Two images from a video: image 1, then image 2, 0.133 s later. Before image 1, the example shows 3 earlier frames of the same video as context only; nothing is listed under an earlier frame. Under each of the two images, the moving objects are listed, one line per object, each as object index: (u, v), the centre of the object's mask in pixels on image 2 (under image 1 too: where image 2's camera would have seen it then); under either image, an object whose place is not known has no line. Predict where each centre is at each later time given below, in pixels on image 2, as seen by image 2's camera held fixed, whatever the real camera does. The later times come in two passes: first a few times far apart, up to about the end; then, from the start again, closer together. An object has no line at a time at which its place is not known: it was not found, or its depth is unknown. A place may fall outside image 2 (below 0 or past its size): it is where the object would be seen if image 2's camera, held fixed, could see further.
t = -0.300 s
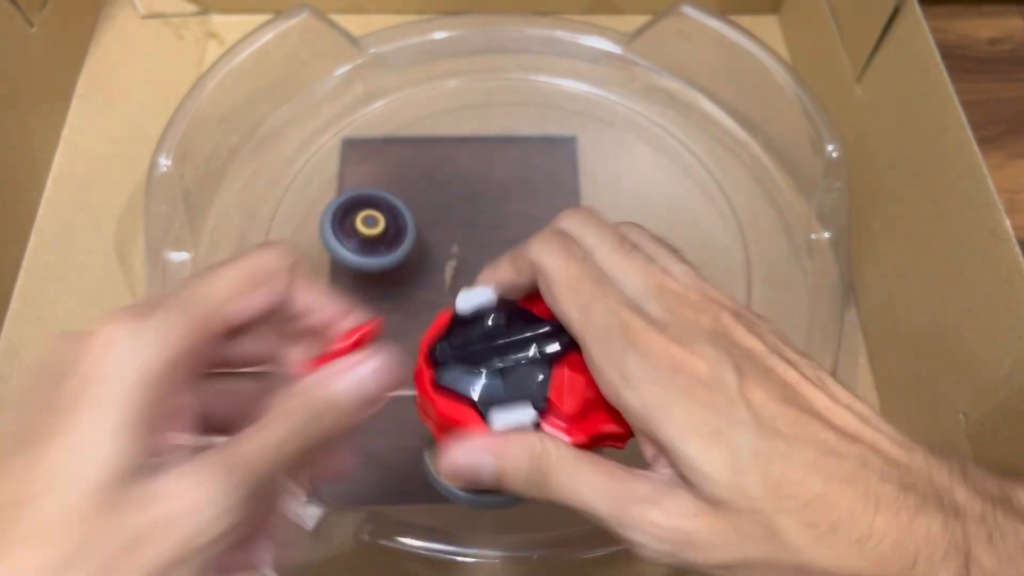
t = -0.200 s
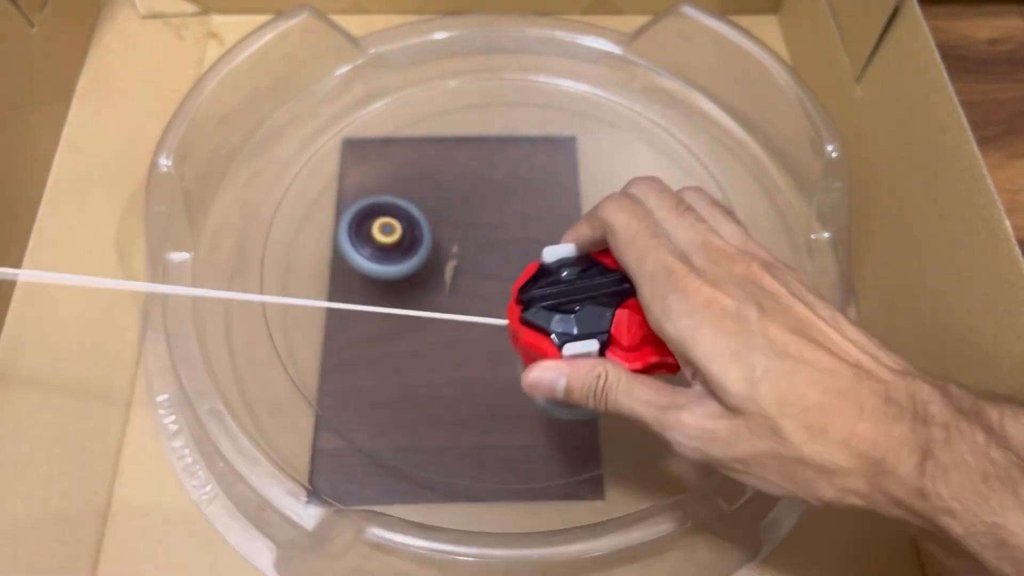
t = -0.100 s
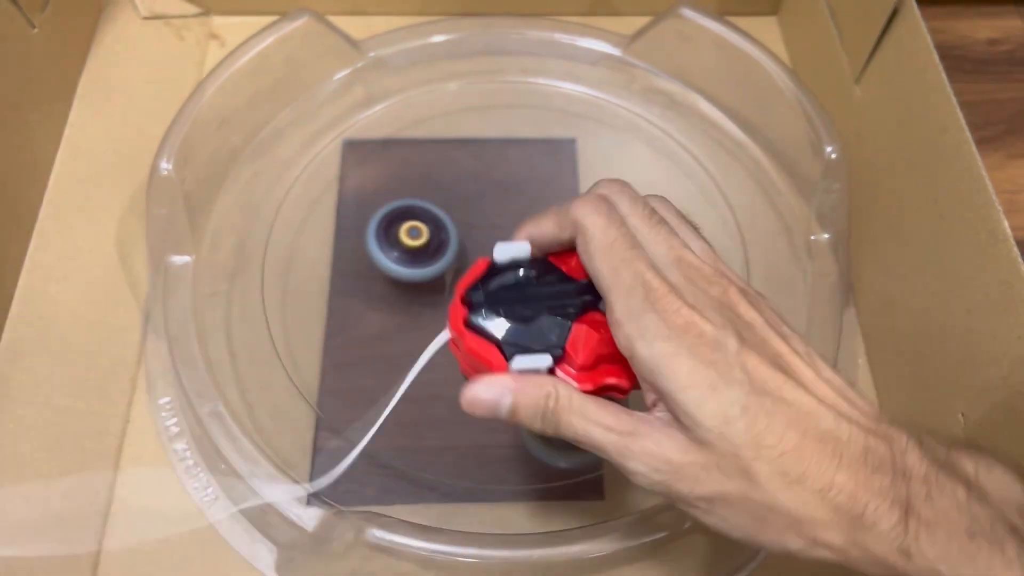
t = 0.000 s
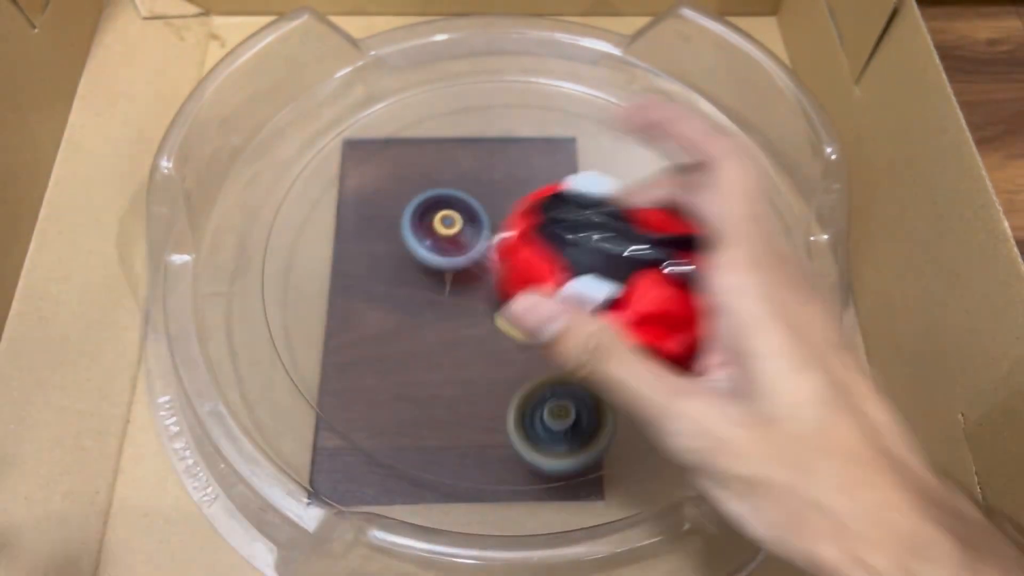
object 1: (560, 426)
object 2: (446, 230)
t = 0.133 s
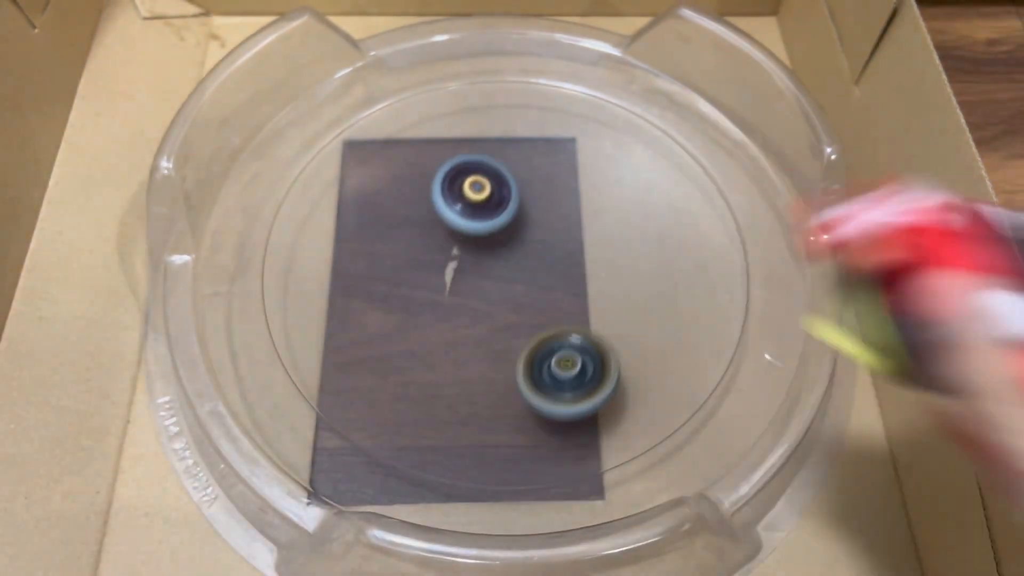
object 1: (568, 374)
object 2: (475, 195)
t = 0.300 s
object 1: (574, 322)
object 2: (473, 156)
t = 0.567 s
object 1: (502, 353)
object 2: (448, 146)
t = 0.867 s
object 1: (578, 332)
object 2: (475, 185)
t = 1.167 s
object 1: (424, 320)
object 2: (537, 158)
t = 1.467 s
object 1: (533, 405)
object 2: (545, 150)
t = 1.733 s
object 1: (526, 245)
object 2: (560, 167)
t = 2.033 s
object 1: (329, 289)
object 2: (569, 158)
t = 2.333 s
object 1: (461, 393)
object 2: (586, 199)
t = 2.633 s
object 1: (500, 252)
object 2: (646, 173)
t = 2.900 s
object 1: (357, 237)
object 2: (576, 195)
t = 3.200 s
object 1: (453, 342)
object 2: (601, 294)
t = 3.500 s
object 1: (534, 186)
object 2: (671, 294)
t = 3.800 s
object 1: (370, 139)
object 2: (625, 261)
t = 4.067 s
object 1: (377, 279)
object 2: (545, 323)
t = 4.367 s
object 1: (444, 226)
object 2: (722, 378)
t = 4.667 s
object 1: (422, 205)
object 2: (665, 294)
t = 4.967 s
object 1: (360, 148)
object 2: (704, 311)
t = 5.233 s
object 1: (306, 225)
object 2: (688, 267)
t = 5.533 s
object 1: (515, 304)
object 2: (519, 213)
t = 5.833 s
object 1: (595, 119)
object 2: (390, 271)
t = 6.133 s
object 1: (477, 81)
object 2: (386, 350)
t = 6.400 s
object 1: (420, 201)
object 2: (466, 372)
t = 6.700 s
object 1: (510, 47)
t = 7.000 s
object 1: (470, 89)
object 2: (610, 218)
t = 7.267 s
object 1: (458, 266)
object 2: (497, 155)
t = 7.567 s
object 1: (684, 312)
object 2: (455, 155)
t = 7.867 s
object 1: (714, 191)
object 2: (404, 175)
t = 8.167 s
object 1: (560, 182)
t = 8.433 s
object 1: (607, 208)
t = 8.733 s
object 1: (536, 236)
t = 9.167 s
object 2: (654, 278)
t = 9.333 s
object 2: (624, 209)
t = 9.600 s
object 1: (546, 299)
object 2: (546, 160)
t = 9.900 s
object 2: (448, 164)
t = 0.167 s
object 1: (572, 359)
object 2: (477, 185)
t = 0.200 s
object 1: (576, 345)
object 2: (478, 177)
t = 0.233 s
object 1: (579, 333)
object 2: (478, 170)
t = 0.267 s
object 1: (579, 326)
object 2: (476, 163)
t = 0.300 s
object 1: (574, 322)
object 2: (473, 156)
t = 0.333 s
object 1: (565, 320)
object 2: (469, 152)
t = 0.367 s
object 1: (553, 319)
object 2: (466, 148)
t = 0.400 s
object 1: (541, 321)
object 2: (462, 145)
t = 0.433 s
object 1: (528, 324)
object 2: (458, 144)
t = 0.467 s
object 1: (518, 329)
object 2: (455, 144)
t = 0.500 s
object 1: (509, 336)
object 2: (453, 144)
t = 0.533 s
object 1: (504, 344)
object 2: (450, 144)
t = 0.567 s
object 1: (502, 353)
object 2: (448, 146)
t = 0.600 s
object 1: (504, 363)
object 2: (447, 149)
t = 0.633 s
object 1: (509, 371)
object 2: (447, 152)
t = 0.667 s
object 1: (519, 378)
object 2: (447, 156)
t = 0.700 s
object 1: (531, 382)
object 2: (448, 160)
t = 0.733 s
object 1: (545, 381)
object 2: (451, 166)
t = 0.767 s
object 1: (559, 375)
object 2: (455, 171)
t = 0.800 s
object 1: (570, 365)
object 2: (461, 177)
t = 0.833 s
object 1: (578, 349)
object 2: (467, 182)
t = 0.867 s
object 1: (578, 332)
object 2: (475, 185)
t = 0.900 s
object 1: (571, 315)
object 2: (483, 189)
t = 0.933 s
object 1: (558, 300)
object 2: (492, 192)
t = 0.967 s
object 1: (541, 286)
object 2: (501, 193)
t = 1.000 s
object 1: (522, 275)
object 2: (510, 193)
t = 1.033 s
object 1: (500, 277)
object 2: (518, 186)
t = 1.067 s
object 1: (476, 286)
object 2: (527, 173)
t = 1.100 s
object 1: (455, 296)
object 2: (531, 166)
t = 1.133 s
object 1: (438, 306)
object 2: (534, 160)
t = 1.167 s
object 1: (424, 320)
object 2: (537, 158)
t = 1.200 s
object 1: (414, 336)
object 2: (538, 155)
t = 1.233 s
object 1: (411, 353)
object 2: (539, 153)
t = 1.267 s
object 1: (414, 371)
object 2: (540, 152)
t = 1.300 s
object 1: (423, 387)
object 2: (541, 151)
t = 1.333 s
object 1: (437, 400)
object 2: (541, 150)
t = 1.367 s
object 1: (458, 410)
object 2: (542, 150)
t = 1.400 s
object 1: (483, 415)
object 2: (542, 150)
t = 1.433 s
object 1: (508, 413)
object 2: (543, 150)
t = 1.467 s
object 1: (533, 405)
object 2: (545, 150)
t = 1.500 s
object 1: (553, 390)
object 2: (546, 150)
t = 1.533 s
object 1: (568, 372)
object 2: (547, 151)
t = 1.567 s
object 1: (577, 349)
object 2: (547, 152)
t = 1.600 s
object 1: (578, 326)
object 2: (548, 154)
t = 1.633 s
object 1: (574, 303)
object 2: (550, 158)
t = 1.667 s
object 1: (562, 281)
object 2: (552, 162)
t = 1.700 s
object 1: (546, 260)
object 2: (555, 167)
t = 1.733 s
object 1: (526, 245)
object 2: (560, 167)
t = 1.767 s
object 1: (497, 243)
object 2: (570, 156)
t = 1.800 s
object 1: (471, 238)
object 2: (572, 151)
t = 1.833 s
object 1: (445, 236)
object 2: (571, 149)
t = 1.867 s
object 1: (421, 236)
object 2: (570, 149)
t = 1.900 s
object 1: (397, 240)
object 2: (570, 150)
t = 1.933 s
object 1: (375, 247)
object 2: (570, 151)
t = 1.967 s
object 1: (356, 258)
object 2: (570, 153)
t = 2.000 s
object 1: (340, 272)
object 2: (570, 155)
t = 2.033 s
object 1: (329, 289)
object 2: (569, 158)
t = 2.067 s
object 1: (323, 307)
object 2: (570, 161)
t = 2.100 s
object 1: (323, 327)
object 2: (570, 165)
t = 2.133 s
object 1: (327, 345)
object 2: (572, 169)
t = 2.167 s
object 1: (339, 364)
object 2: (573, 174)
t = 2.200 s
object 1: (355, 379)
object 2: (575, 179)
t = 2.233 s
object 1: (374, 389)
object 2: (577, 183)
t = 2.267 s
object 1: (402, 396)
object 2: (580, 188)
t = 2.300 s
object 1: (430, 397)
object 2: (583, 193)
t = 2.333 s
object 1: (461, 393)
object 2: (586, 199)
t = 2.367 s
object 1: (489, 384)
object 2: (590, 204)
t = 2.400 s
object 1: (513, 369)
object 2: (595, 209)
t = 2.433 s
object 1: (533, 349)
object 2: (599, 213)
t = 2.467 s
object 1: (547, 326)
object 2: (604, 217)
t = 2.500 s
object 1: (556, 300)
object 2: (609, 221)
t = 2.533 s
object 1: (543, 289)
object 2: (624, 210)
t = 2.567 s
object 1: (527, 281)
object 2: (640, 195)
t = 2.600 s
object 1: (513, 267)
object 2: (646, 183)
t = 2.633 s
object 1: (500, 252)
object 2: (646, 173)
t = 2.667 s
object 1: (485, 240)
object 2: (642, 166)
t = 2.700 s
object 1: (467, 229)
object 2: (636, 162)
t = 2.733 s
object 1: (448, 222)
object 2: (626, 161)
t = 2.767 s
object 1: (429, 218)
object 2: (617, 163)
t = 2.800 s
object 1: (409, 217)
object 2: (606, 168)
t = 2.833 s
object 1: (390, 220)
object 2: (595, 175)
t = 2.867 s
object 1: (373, 227)
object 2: (585, 184)
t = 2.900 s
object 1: (357, 237)
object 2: (576, 195)
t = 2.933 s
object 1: (346, 250)
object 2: (569, 208)
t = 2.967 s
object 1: (339, 265)
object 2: (565, 222)
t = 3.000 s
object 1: (340, 282)
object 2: (564, 236)
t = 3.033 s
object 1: (346, 300)
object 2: (566, 248)
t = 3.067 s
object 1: (358, 317)
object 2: (569, 260)
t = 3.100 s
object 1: (377, 330)
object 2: (575, 270)
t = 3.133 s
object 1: (399, 340)
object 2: (583, 279)
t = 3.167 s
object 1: (426, 344)
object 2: (591, 287)
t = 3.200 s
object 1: (453, 342)
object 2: (601, 294)
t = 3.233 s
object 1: (478, 335)
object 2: (611, 299)
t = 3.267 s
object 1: (501, 323)
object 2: (622, 301)
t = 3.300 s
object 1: (519, 308)
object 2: (631, 303)
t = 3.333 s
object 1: (533, 289)
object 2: (640, 304)
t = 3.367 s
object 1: (542, 270)
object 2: (648, 303)
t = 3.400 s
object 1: (547, 248)
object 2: (655, 302)
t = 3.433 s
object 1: (547, 228)
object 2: (661, 300)
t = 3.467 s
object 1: (542, 206)
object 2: (667, 297)
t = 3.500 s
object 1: (534, 186)
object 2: (671, 294)
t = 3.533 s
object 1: (521, 168)
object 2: (674, 290)
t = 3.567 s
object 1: (506, 152)
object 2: (673, 286)
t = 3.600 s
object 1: (489, 139)
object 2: (672, 281)
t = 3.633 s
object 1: (469, 130)
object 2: (669, 276)
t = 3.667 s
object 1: (448, 124)
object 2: (664, 272)
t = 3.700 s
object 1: (427, 123)
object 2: (658, 268)
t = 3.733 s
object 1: (406, 125)
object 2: (649, 265)
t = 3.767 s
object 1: (387, 130)
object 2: (638, 262)
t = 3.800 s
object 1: (370, 139)
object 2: (625, 261)
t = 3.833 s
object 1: (356, 150)
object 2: (611, 263)
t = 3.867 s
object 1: (345, 162)
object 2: (596, 267)
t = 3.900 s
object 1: (338, 178)
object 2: (583, 274)
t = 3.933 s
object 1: (335, 197)
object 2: (571, 283)
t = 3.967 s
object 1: (337, 218)
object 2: (561, 292)
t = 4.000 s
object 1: (344, 240)
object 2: (553, 302)
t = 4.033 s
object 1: (358, 260)
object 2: (548, 313)
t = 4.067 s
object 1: (377, 279)
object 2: (545, 323)
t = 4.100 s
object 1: (401, 295)
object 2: (544, 332)
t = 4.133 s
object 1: (428, 305)
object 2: (544, 341)
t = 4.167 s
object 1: (453, 307)
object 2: (552, 352)
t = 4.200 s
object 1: (436, 283)
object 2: (603, 376)
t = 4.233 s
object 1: (428, 262)
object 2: (646, 390)
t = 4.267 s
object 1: (428, 246)
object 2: (683, 395)
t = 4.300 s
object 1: (434, 238)
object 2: (707, 390)
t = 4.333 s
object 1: (440, 232)
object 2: (719, 384)
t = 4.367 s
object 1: (444, 226)
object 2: (722, 378)
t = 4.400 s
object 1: (447, 219)
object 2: (720, 374)
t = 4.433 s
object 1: (448, 213)
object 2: (719, 370)
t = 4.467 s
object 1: (448, 206)
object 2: (718, 363)
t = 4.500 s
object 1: (446, 202)
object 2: (714, 351)
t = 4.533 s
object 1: (441, 197)
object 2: (706, 337)
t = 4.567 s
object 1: (437, 195)
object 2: (697, 325)
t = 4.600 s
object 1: (431, 195)
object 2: (687, 315)
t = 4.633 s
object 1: (426, 198)
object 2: (677, 305)
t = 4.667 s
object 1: (422, 205)
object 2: (665, 294)
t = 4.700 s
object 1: (424, 214)
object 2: (652, 284)
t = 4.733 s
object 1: (430, 223)
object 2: (637, 275)
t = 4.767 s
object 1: (442, 230)
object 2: (621, 268)
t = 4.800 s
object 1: (458, 235)
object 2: (603, 263)
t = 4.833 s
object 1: (474, 235)
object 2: (584, 260)
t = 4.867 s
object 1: (469, 223)
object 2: (591, 268)
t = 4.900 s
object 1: (424, 189)
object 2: (638, 287)
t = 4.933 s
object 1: (389, 165)
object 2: (676, 302)
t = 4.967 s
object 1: (360, 148)
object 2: (704, 311)
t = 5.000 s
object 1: (338, 141)
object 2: (722, 315)
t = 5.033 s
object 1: (321, 141)
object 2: (728, 313)
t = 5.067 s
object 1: (310, 148)
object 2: (724, 308)
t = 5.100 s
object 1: (305, 164)
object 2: (720, 303)
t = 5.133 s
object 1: (301, 179)
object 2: (714, 296)
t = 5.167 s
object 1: (299, 193)
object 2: (707, 288)
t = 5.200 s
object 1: (301, 209)
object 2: (698, 278)
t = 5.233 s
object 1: (306, 225)
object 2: (688, 267)
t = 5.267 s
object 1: (318, 243)
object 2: (675, 256)
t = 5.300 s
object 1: (332, 261)
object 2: (659, 245)
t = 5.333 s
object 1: (350, 279)
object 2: (642, 236)
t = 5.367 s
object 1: (372, 293)
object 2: (624, 227)
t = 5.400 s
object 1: (397, 305)
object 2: (604, 222)
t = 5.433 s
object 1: (424, 312)
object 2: (583, 217)
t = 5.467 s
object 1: (455, 315)
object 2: (562, 214)
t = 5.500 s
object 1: (486, 312)
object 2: (540, 213)
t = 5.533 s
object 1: (515, 304)
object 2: (519, 213)
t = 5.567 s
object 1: (541, 292)
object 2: (499, 216)
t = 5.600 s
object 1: (564, 276)
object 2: (480, 219)
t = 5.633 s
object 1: (585, 255)
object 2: (463, 225)
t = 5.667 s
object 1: (598, 233)
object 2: (447, 231)
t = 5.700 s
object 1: (608, 209)
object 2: (432, 237)
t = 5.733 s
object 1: (613, 185)
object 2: (420, 245)
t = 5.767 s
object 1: (612, 161)
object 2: (408, 254)
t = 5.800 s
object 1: (605, 139)
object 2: (398, 263)
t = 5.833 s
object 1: (595, 119)
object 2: (390, 271)
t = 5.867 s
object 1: (582, 102)
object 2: (383, 280)
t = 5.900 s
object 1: (570, 88)
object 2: (378, 291)
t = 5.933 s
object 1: (564, 82)
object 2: (376, 296)
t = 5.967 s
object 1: (551, 72)
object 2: (374, 305)
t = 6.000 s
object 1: (536, 68)
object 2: (374, 315)
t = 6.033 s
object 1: (518, 70)
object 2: (375, 324)
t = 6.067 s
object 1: (502, 75)
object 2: (377, 334)
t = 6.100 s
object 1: (489, 77)
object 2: (381, 342)
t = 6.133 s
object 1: (477, 81)
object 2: (386, 350)
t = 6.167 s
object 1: (465, 86)
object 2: (392, 357)
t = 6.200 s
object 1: (454, 96)
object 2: (401, 364)
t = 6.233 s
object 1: (444, 108)
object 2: (410, 370)
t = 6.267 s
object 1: (433, 123)
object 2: (420, 373)
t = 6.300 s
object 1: (425, 141)
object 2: (431, 375)
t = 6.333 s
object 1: (419, 160)
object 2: (443, 376)
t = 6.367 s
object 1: (417, 180)
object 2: (455, 375)
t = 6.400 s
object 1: (420, 201)
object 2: (466, 372)
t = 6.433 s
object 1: (427, 221)
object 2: (477, 368)
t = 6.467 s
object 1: (438, 240)
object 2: (488, 362)
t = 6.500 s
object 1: (454, 257)
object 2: (498, 354)
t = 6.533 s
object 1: (470, 267)
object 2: (510, 355)
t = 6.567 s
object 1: (478, 210)
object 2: (542, 419)
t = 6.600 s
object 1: (487, 162)
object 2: (575, 473)
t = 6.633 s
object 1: (496, 116)
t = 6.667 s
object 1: (504, 77)
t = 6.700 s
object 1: (510, 47)
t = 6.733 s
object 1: (516, 28)
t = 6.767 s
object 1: (518, 21)
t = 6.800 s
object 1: (518, 21)
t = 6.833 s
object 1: (515, 27)
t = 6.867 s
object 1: (508, 36)
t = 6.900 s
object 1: (499, 48)
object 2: (644, 288)
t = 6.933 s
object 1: (489, 59)
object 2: (635, 263)
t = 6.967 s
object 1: (478, 75)
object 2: (625, 239)
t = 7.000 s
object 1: (470, 89)
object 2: (610, 218)
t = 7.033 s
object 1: (461, 106)
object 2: (594, 201)
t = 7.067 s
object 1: (452, 125)
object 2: (577, 186)
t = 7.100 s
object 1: (444, 149)
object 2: (560, 174)
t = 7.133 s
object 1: (439, 172)
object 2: (543, 166)
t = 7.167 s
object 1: (437, 195)
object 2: (529, 160)
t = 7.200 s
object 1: (439, 219)
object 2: (516, 157)
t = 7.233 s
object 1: (446, 243)
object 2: (505, 155)
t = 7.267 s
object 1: (458, 266)
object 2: (497, 155)
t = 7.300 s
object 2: (490, 154)
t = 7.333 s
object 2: (484, 153)
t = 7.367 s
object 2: (478, 153)
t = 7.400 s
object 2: (474, 154)
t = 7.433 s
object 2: (470, 154)
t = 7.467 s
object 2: (466, 154)
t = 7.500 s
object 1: (630, 336)
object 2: (463, 154)
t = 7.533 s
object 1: (659, 326)
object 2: (459, 154)
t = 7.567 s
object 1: (684, 312)
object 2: (455, 155)
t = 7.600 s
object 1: (701, 296)
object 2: (451, 155)
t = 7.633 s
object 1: (717, 279)
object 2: (446, 156)
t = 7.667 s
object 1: (726, 264)
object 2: (440, 156)
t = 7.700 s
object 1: (733, 249)
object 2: (434, 157)
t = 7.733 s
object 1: (738, 235)
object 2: (428, 159)
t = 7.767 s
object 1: (738, 223)
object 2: (422, 162)
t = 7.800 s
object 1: (730, 211)
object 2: (416, 166)
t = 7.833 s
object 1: (722, 199)
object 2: (410, 170)
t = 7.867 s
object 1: (714, 191)
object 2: (404, 175)
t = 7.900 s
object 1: (705, 184)
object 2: (397, 181)
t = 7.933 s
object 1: (696, 178)
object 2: (391, 188)
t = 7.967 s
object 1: (682, 174)
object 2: (387, 195)
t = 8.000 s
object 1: (668, 170)
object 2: (383, 204)
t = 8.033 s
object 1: (649, 169)
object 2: (380, 213)
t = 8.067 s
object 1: (630, 167)
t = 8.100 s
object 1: (606, 169)
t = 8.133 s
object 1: (583, 174)
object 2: (382, 242)
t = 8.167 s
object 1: (560, 182)
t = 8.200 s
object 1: (540, 192)
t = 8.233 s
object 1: (519, 206)
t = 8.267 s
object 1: (502, 221)
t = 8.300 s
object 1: (494, 234)
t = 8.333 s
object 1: (527, 222)
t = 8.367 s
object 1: (561, 219)
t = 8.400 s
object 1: (588, 213)
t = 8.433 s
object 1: (607, 208)
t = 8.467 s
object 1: (621, 208)
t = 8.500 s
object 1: (623, 208)
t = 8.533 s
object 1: (619, 210)
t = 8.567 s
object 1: (607, 210)
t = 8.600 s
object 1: (594, 212)
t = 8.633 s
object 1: (579, 216)
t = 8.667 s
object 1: (565, 221)
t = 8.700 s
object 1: (550, 228)
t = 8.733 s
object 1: (536, 236)
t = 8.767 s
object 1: (523, 247)
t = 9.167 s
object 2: (654, 278)
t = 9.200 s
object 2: (651, 260)
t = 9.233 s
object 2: (645, 245)
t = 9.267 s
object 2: (639, 231)
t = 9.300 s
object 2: (632, 219)
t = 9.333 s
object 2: (624, 209)
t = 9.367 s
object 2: (616, 200)
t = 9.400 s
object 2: (607, 192)
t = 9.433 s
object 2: (597, 184)
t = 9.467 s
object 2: (588, 178)
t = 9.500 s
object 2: (579, 172)
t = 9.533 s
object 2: (568, 167)
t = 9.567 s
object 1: (556, 306)
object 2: (557, 163)
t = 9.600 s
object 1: (546, 299)
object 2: (546, 160)
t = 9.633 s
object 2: (534, 157)
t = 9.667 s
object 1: (523, 287)
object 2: (522, 155)
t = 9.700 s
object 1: (511, 284)
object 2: (511, 154)
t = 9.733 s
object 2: (500, 152)
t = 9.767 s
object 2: (489, 153)
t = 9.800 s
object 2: (479, 154)
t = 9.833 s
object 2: (468, 155)
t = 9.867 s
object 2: (458, 159)
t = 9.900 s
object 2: (448, 164)
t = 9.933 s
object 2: (439, 169)
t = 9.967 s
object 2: (431, 176)
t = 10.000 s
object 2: (423, 184)
